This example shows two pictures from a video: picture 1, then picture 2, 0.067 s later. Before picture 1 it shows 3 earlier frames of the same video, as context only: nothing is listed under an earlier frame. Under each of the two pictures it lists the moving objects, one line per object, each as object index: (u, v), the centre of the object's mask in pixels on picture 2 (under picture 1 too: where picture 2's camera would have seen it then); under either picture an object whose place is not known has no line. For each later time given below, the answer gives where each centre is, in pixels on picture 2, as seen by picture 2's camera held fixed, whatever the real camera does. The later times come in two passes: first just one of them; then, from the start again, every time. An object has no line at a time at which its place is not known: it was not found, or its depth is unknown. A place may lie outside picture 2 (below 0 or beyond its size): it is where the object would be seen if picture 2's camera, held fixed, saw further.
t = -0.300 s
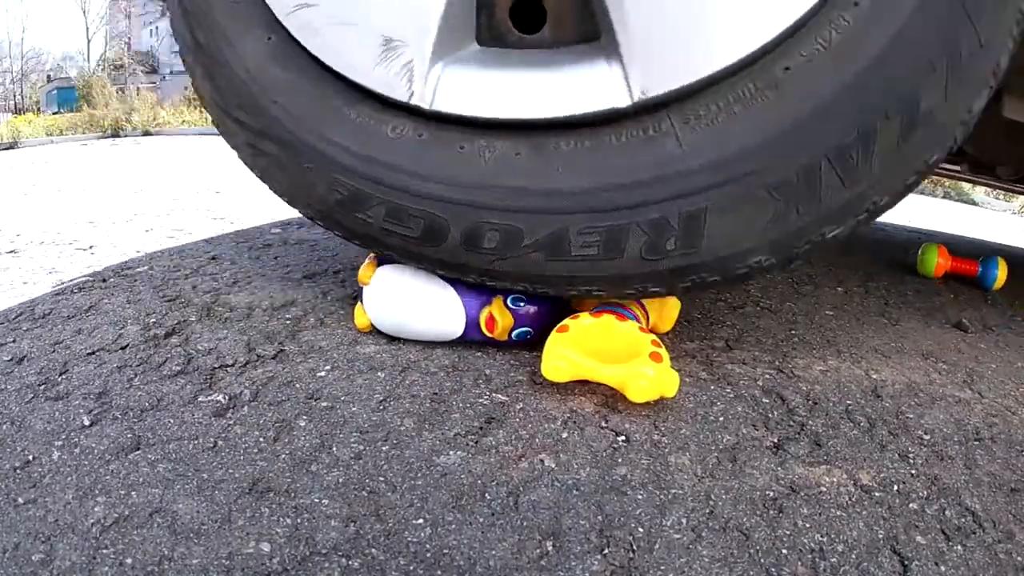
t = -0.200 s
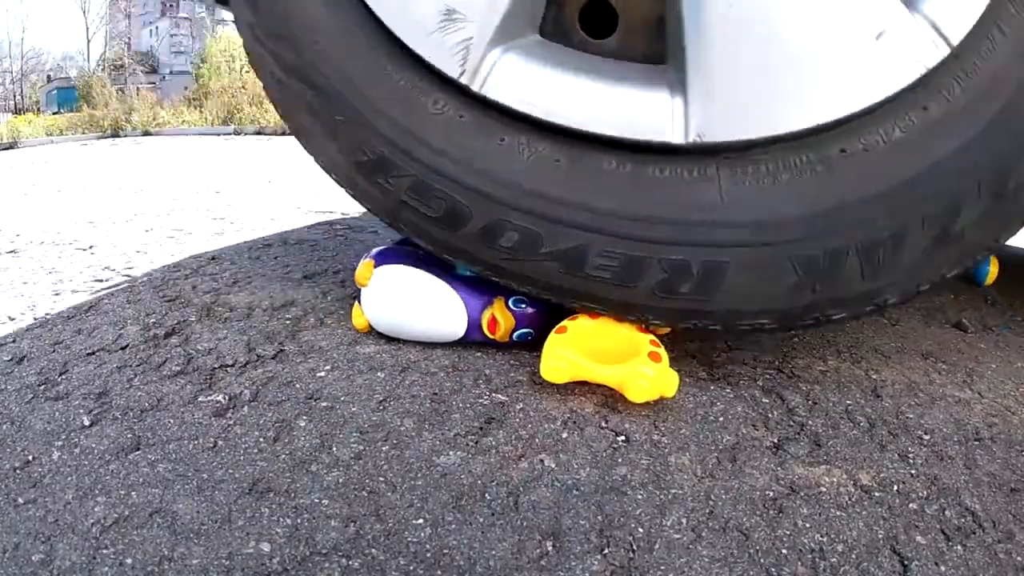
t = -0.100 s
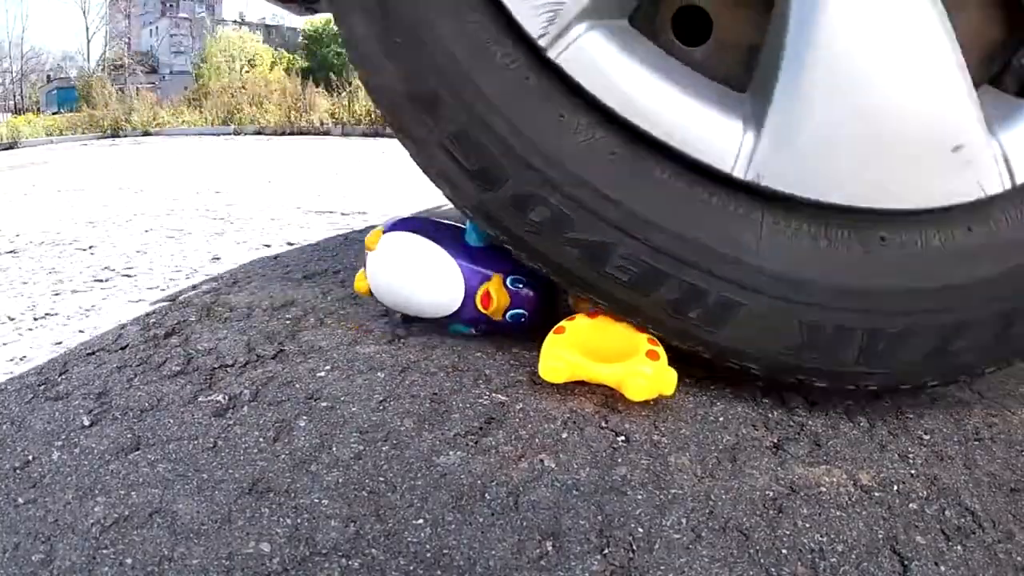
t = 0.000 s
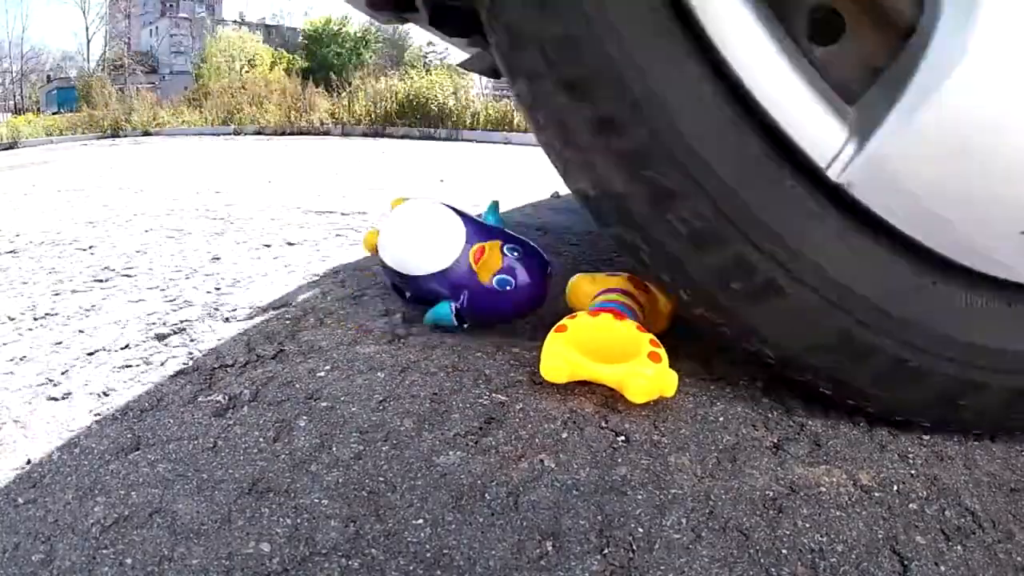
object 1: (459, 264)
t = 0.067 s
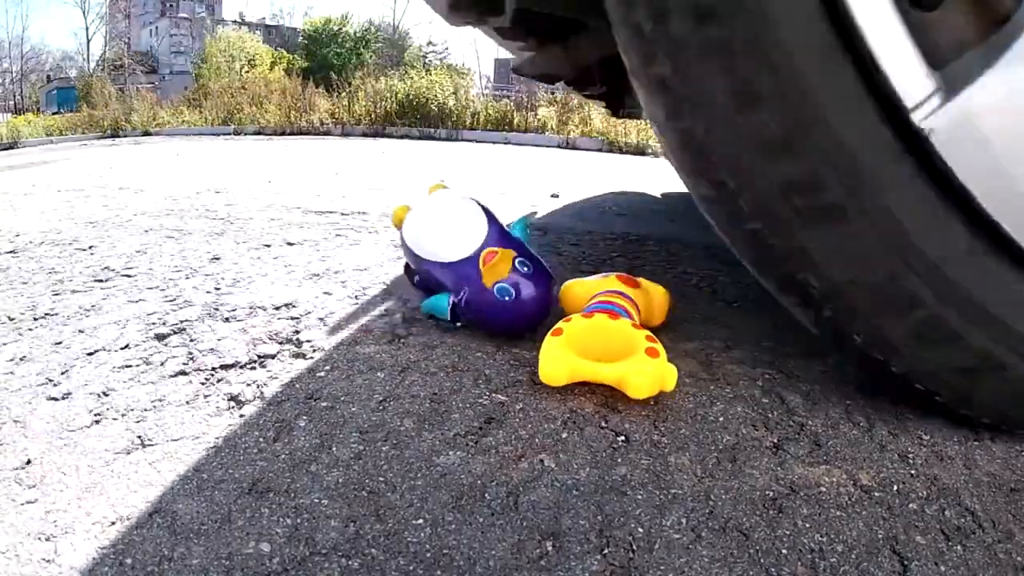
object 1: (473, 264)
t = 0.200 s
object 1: (500, 262)
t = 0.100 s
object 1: (481, 263)
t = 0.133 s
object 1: (487, 262)
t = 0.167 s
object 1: (493, 262)
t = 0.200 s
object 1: (500, 262)
